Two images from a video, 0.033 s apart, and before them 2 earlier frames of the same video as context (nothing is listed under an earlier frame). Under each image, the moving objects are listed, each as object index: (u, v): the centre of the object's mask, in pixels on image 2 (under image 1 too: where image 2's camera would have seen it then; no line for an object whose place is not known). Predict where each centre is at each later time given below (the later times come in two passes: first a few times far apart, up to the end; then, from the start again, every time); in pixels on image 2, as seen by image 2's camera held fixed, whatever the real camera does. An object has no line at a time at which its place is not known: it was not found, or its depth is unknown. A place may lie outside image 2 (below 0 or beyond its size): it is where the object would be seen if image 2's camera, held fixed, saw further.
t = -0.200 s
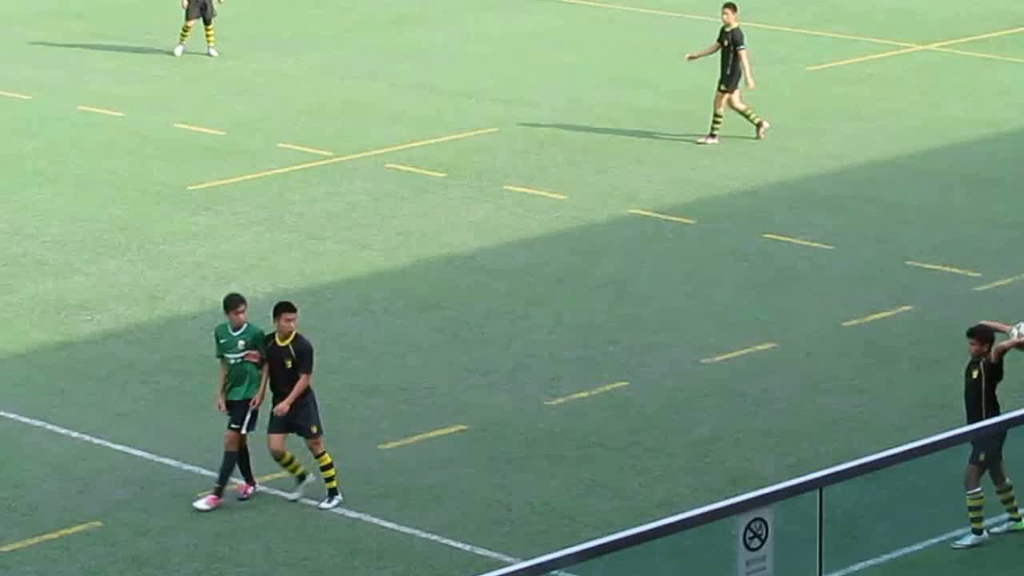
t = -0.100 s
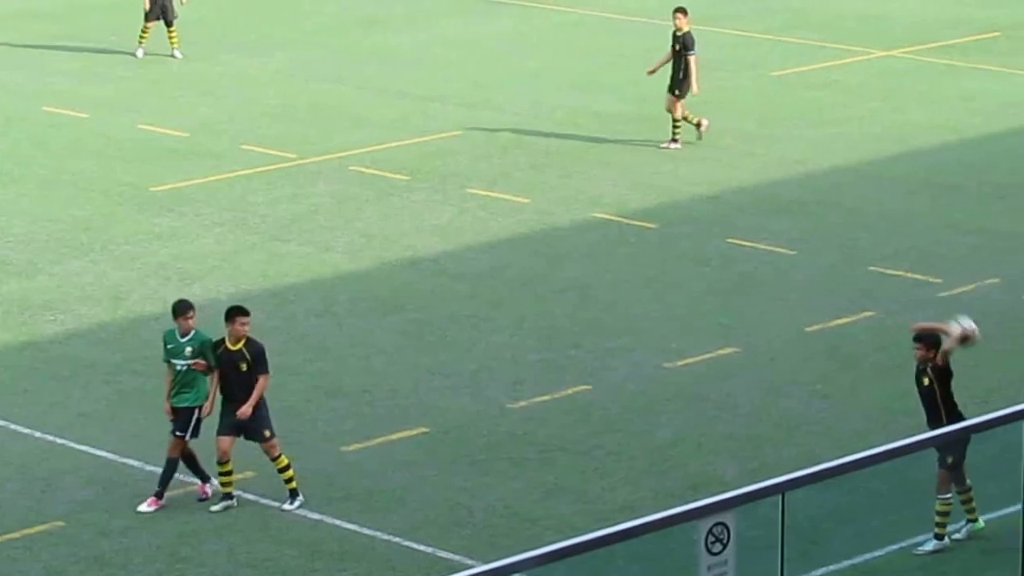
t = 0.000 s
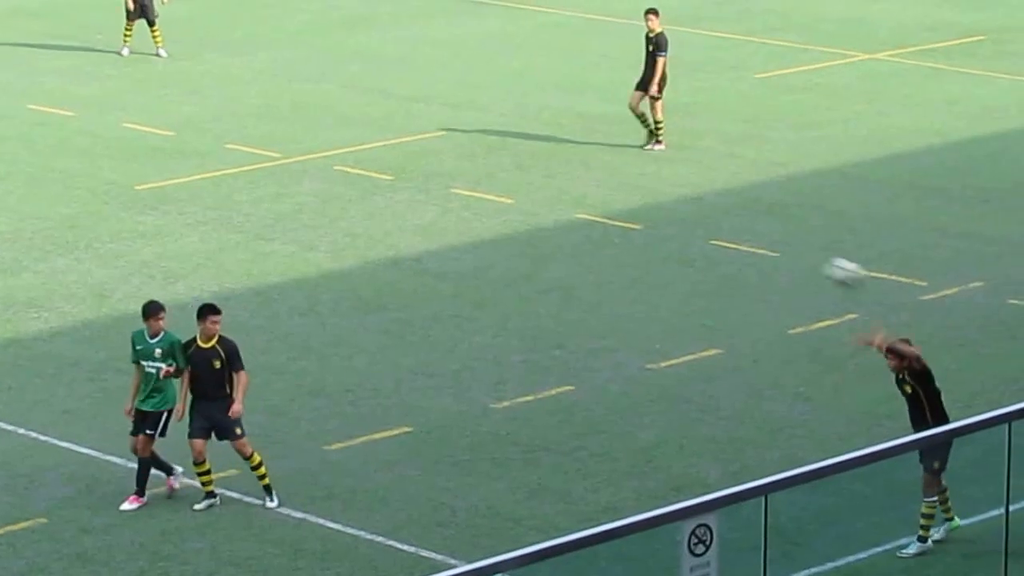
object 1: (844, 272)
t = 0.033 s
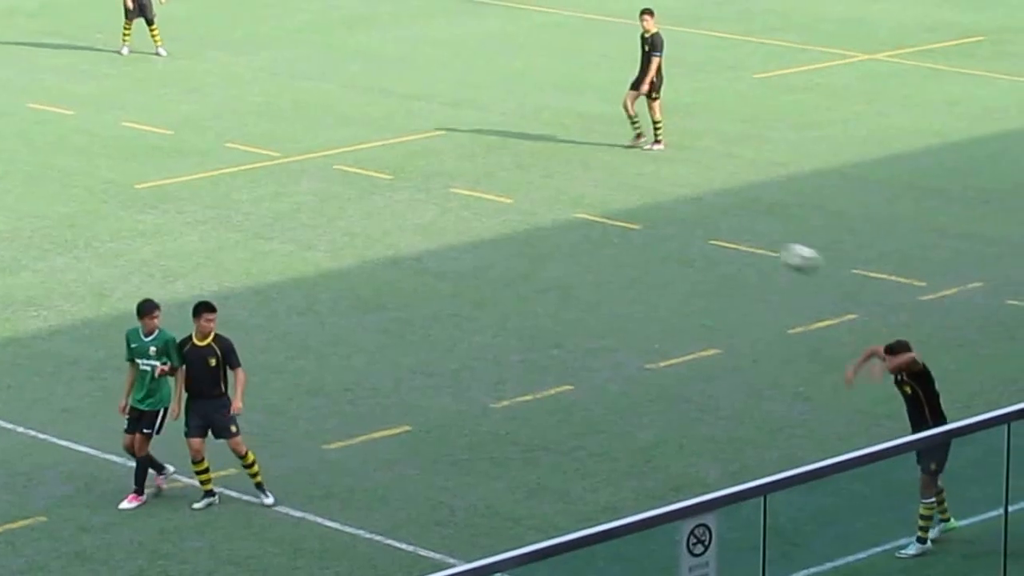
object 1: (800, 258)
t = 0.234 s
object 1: (537, 202)
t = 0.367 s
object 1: (358, 193)
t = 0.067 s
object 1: (758, 244)
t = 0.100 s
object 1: (713, 232)
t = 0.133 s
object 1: (671, 223)
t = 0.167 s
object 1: (627, 214)
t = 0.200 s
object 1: (582, 207)
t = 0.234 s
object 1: (537, 202)
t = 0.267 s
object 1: (493, 197)
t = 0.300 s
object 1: (448, 194)
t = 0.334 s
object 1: (404, 193)
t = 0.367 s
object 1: (358, 193)
